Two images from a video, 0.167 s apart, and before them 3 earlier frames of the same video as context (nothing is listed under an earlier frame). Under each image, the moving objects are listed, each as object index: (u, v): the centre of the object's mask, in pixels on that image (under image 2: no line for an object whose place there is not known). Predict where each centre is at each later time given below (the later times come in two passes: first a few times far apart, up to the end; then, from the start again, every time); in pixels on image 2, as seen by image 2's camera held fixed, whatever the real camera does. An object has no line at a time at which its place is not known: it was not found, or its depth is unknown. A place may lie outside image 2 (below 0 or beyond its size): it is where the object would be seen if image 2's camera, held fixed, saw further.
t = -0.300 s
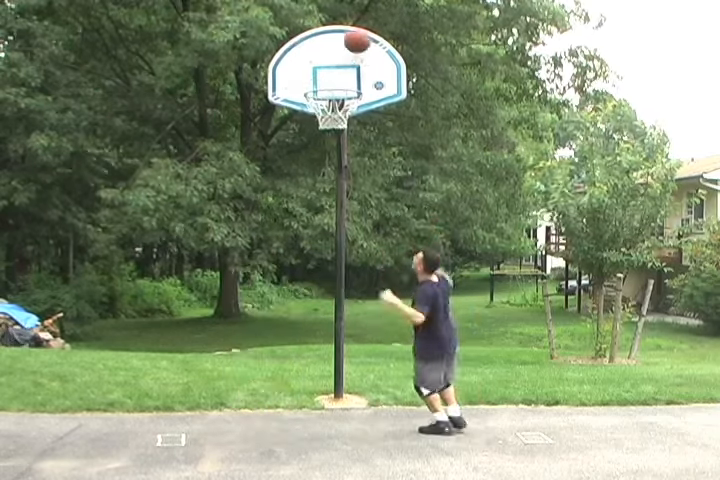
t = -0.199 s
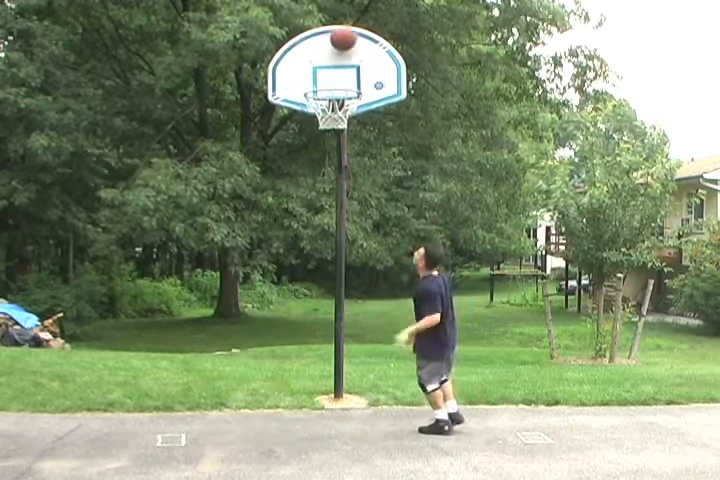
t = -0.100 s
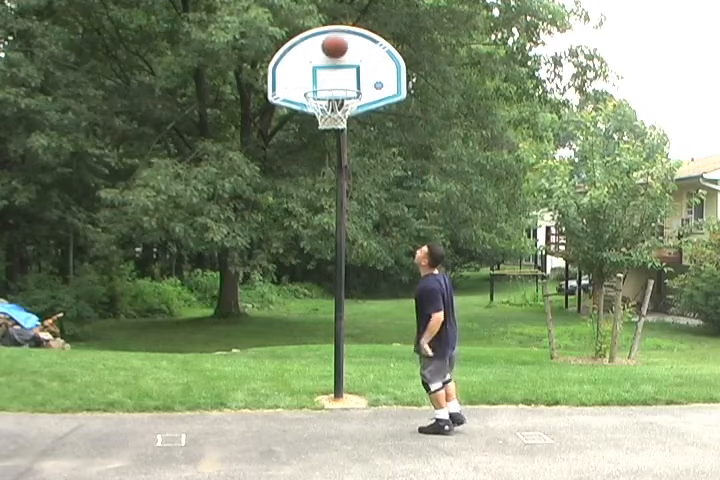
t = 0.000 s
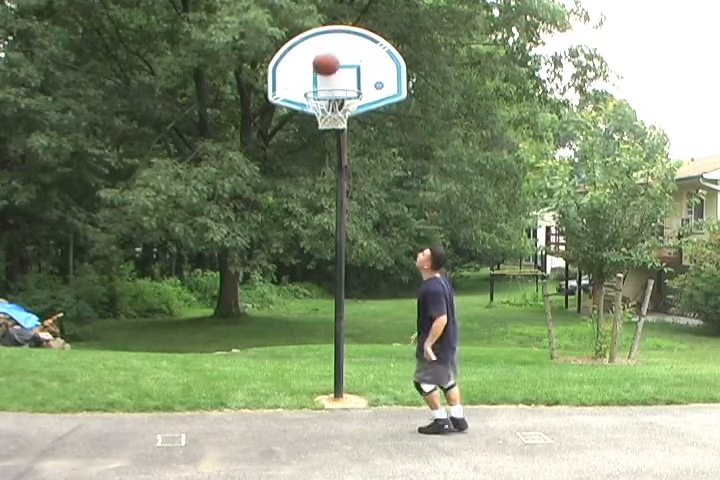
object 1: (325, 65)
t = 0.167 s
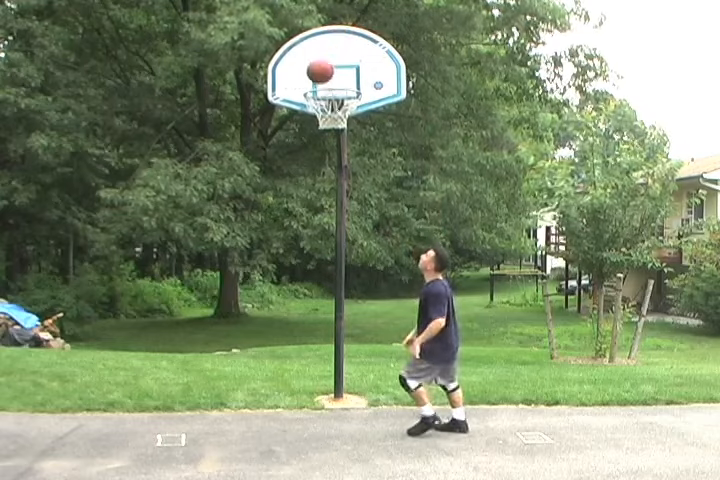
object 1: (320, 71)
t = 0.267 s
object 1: (321, 61)
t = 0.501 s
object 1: (324, 76)
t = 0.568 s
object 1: (326, 88)
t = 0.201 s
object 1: (320, 67)
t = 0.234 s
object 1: (321, 63)
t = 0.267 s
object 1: (321, 61)
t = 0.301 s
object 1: (322, 60)
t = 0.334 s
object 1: (322, 59)
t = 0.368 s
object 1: (323, 60)
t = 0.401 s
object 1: (323, 63)
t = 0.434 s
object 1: (324, 66)
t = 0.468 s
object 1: (324, 70)
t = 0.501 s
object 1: (324, 76)
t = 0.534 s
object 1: (325, 83)
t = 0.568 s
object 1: (326, 88)
